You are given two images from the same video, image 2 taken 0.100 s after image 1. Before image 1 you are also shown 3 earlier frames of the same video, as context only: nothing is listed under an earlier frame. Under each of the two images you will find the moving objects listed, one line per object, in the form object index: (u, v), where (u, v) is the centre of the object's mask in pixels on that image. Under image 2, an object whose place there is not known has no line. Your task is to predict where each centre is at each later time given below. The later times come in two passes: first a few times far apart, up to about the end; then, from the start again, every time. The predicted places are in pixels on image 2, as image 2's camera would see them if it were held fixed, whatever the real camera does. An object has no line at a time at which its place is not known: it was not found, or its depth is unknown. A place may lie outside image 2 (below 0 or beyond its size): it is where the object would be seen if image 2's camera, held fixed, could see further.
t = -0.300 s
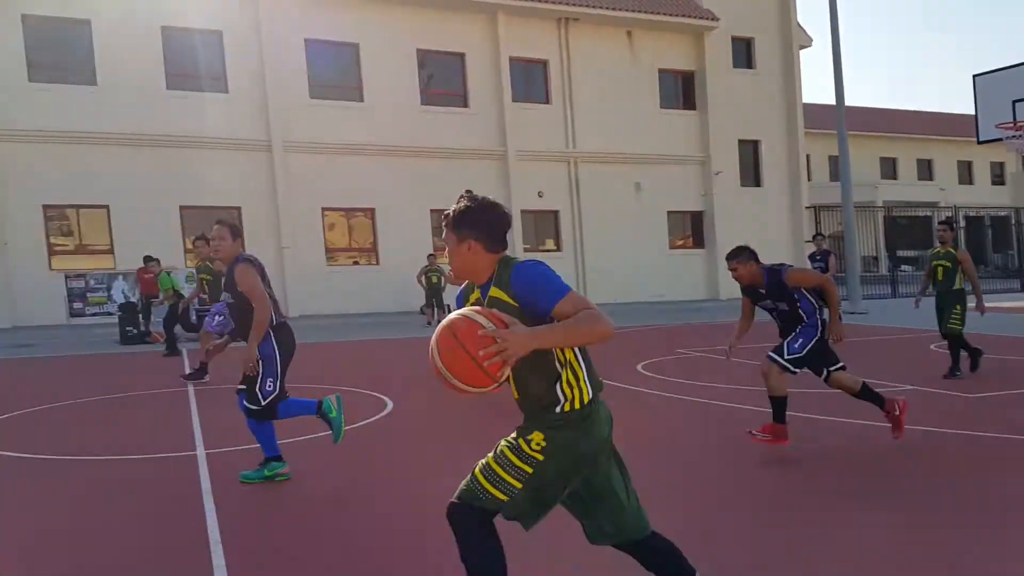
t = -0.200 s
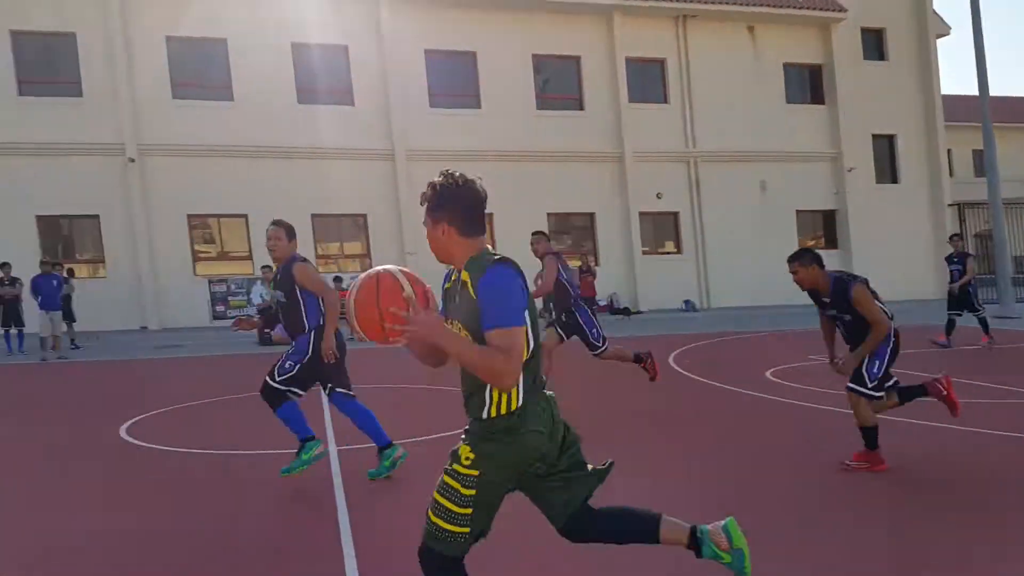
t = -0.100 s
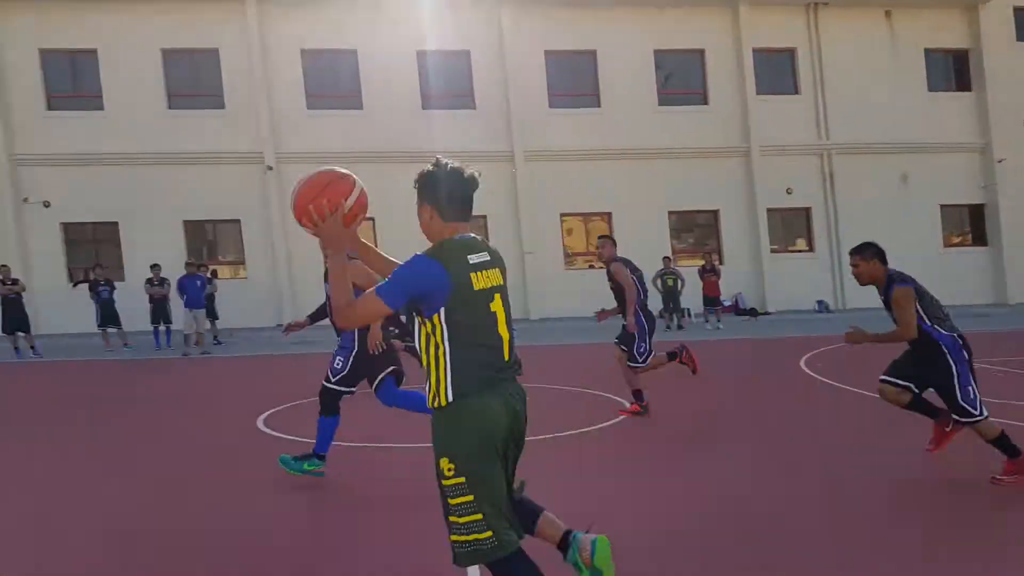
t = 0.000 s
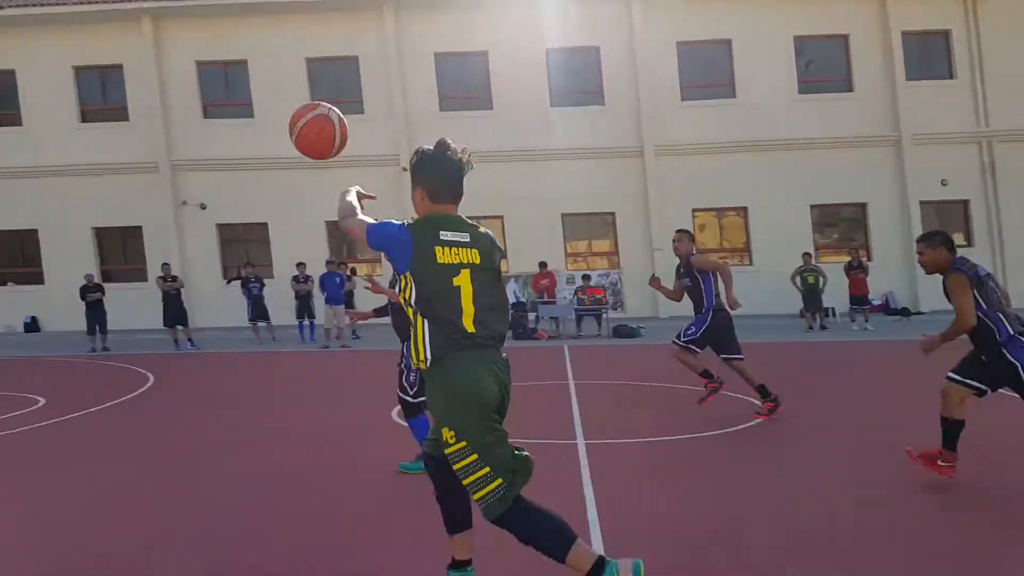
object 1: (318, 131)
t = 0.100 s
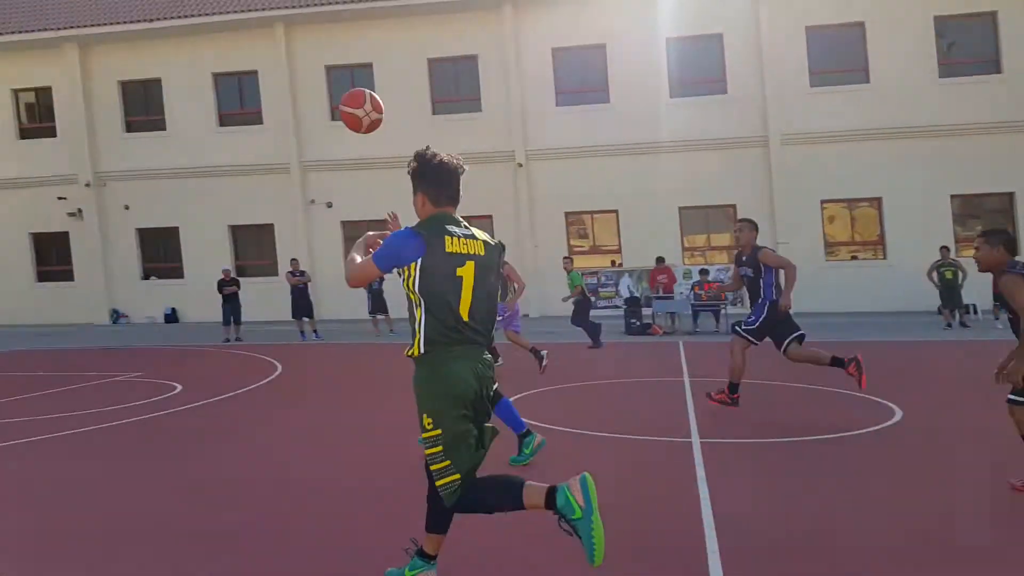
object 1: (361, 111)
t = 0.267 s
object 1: (292, 122)
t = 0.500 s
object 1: (241, 174)
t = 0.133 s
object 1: (344, 110)
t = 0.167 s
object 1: (328, 111)
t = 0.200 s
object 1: (314, 114)
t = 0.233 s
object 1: (303, 118)
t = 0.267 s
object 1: (292, 122)
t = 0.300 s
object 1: (284, 128)
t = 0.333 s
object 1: (275, 134)
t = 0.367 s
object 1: (267, 142)
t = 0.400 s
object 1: (258, 149)
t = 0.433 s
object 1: (252, 158)
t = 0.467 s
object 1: (246, 165)
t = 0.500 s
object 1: (241, 174)
